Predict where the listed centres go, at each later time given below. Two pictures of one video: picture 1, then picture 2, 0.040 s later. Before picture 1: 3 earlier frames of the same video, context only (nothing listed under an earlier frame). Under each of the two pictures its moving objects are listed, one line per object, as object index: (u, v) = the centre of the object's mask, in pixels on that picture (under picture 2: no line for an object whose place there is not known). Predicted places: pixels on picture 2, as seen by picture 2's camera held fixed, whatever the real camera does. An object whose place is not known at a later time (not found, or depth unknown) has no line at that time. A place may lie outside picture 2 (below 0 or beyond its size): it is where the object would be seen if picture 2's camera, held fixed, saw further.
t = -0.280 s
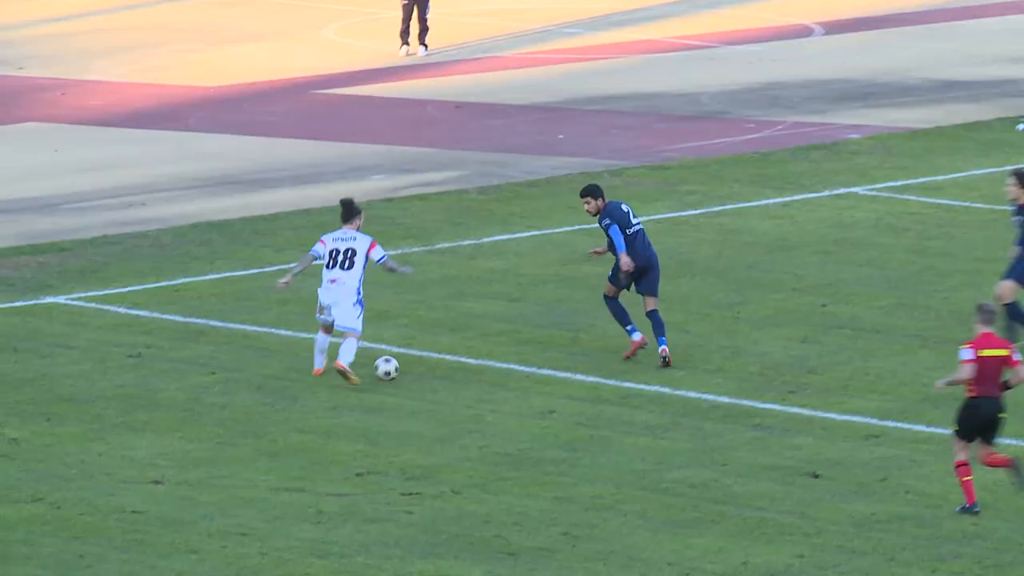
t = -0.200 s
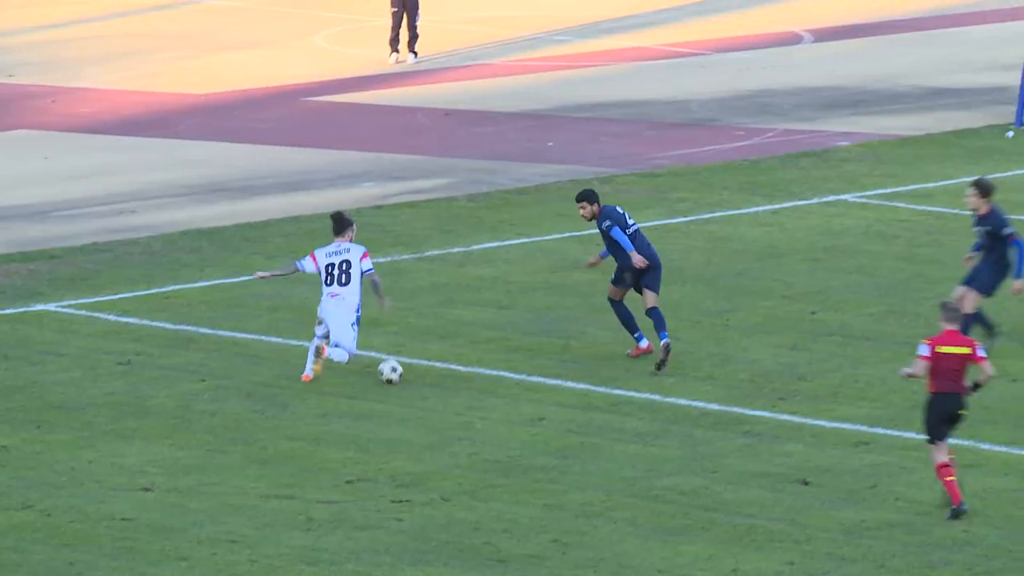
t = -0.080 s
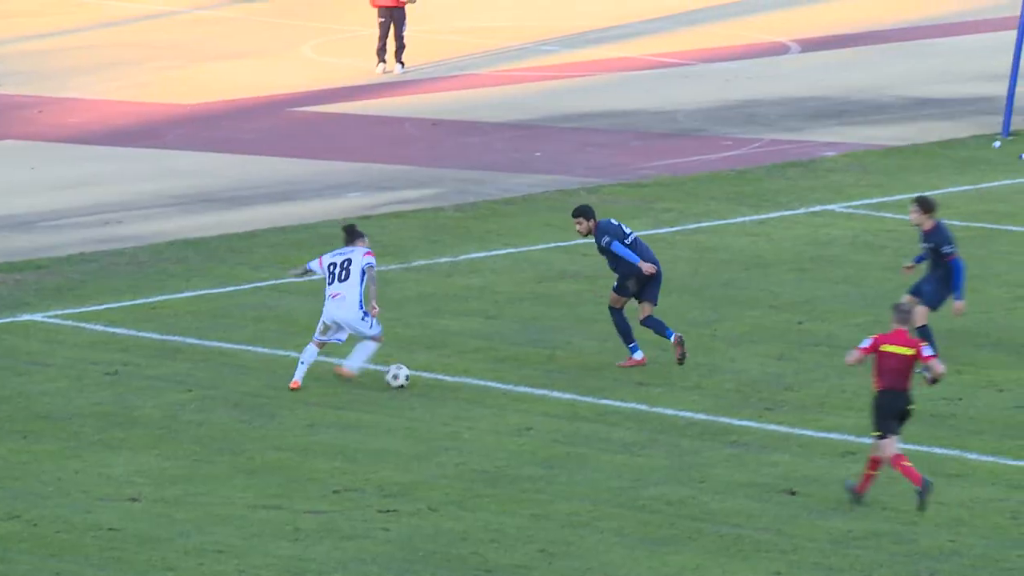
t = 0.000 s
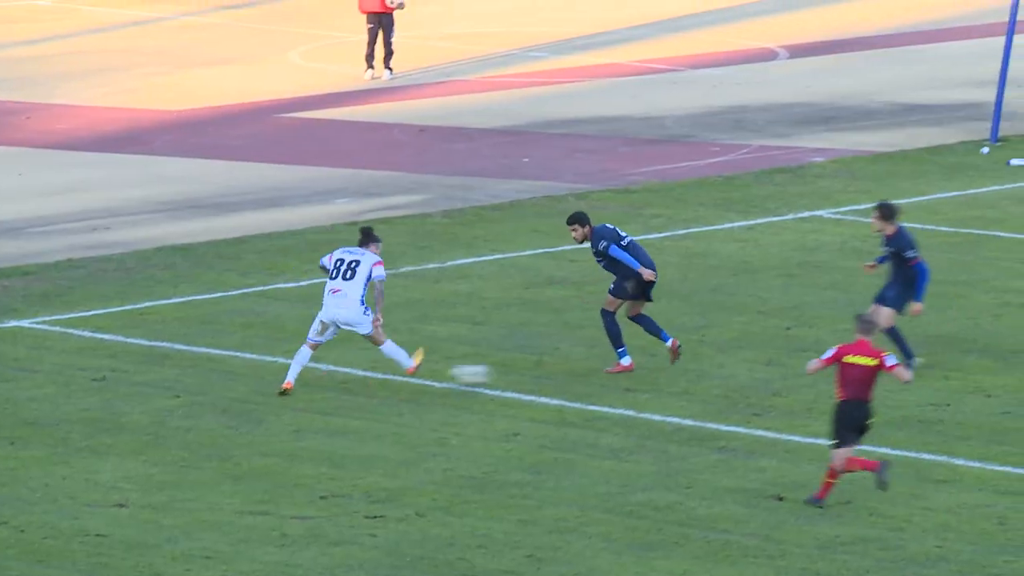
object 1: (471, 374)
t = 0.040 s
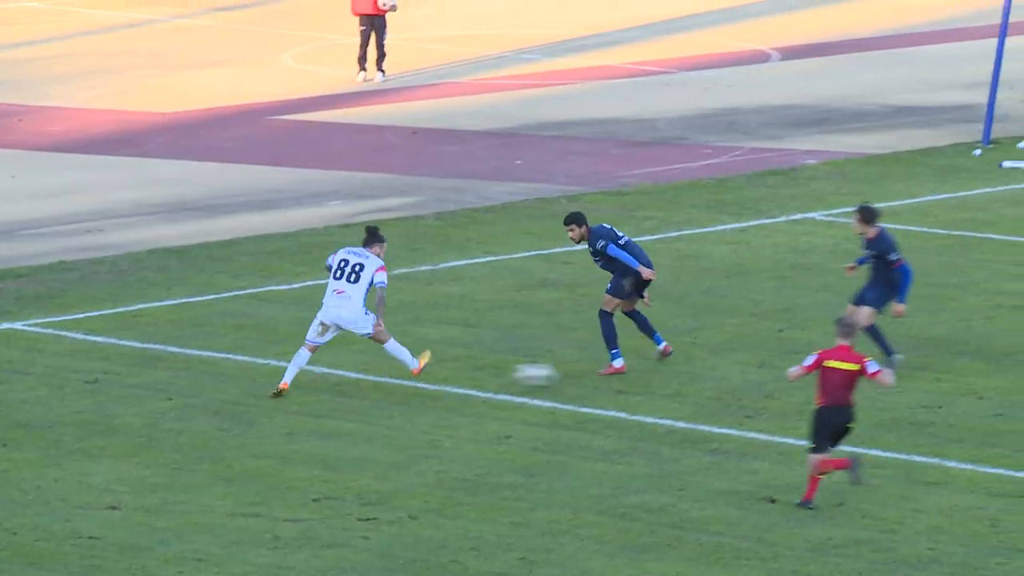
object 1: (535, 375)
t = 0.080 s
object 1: (602, 375)
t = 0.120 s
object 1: (673, 375)
